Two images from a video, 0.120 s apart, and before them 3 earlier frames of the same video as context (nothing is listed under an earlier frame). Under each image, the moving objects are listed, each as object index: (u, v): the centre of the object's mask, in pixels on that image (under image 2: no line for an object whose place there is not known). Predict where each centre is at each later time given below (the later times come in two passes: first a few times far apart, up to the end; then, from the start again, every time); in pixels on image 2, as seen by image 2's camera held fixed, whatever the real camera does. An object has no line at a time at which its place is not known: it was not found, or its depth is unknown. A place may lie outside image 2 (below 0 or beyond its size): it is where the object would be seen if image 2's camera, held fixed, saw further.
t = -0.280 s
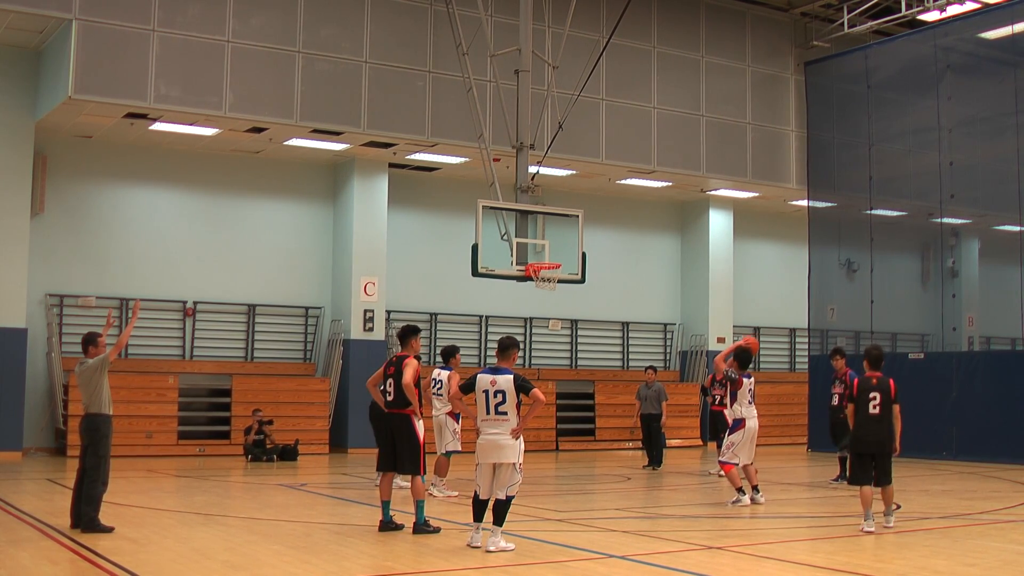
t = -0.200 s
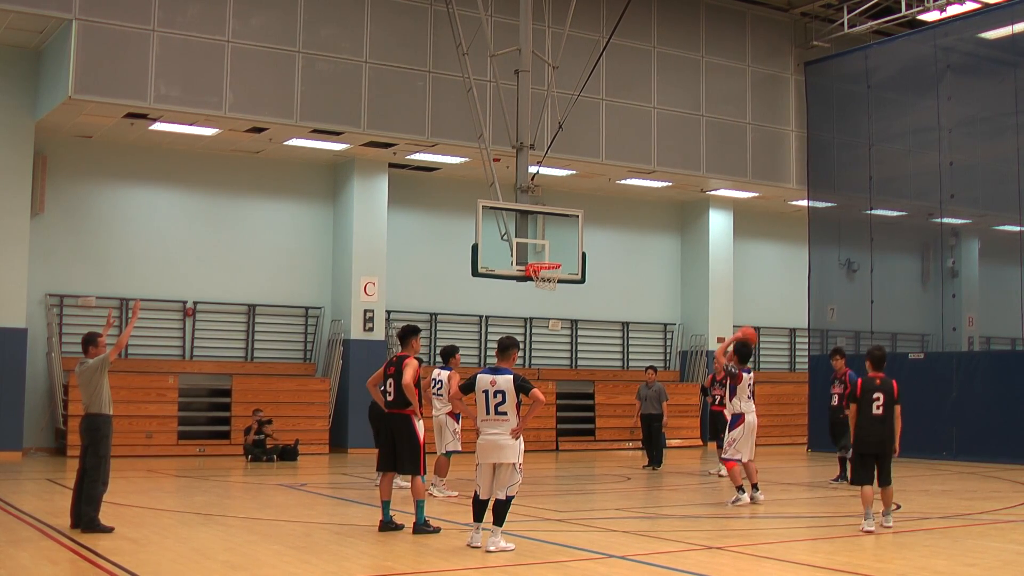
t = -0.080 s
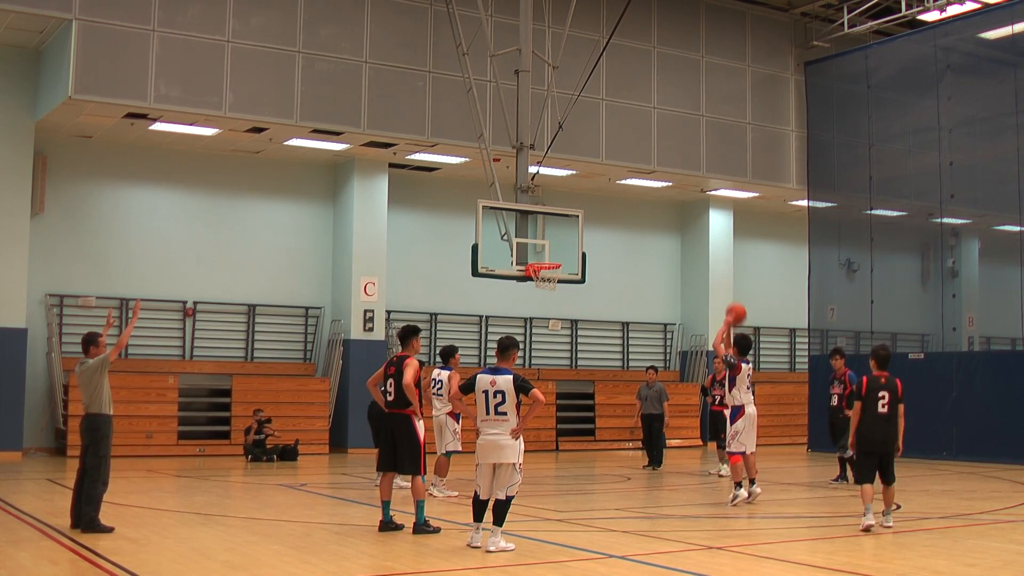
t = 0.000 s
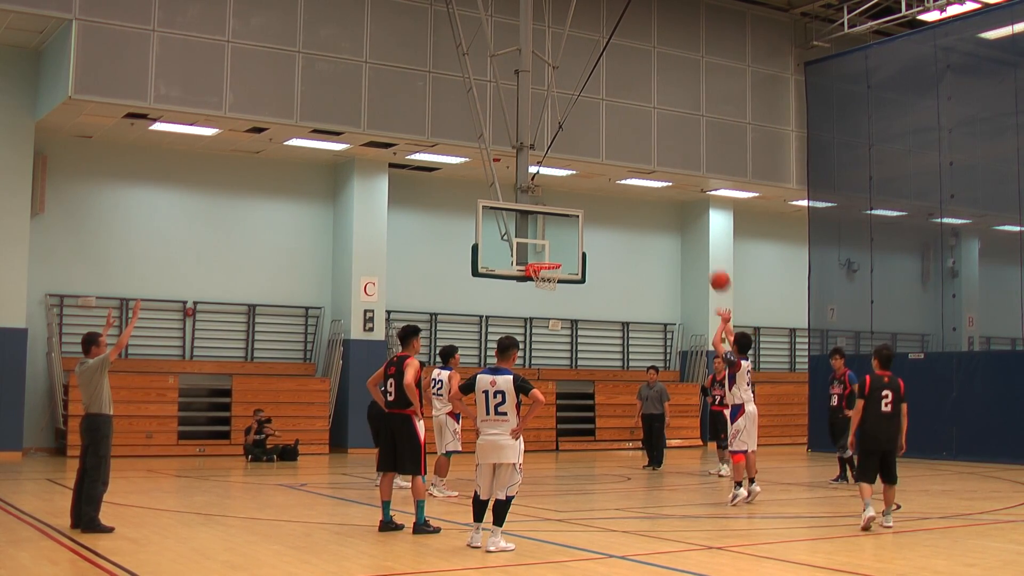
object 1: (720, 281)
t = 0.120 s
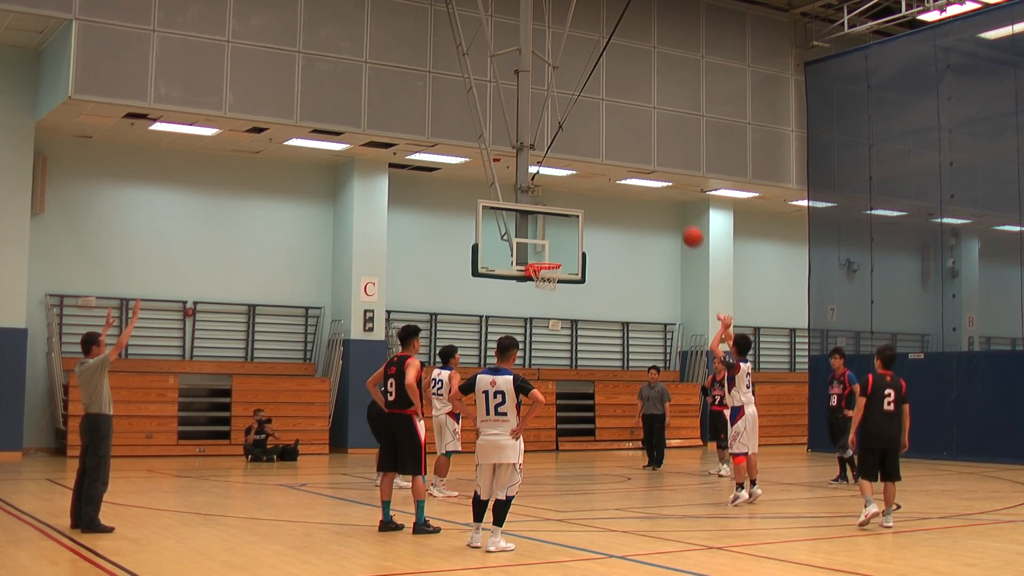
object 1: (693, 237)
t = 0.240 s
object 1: (667, 207)
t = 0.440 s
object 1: (627, 184)
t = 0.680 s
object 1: (585, 195)
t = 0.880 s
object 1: (553, 232)
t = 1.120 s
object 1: (551, 278)
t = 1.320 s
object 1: (542, 312)
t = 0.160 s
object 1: (684, 225)
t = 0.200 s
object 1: (676, 215)
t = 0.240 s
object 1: (667, 207)
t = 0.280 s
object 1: (659, 200)
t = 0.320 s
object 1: (651, 195)
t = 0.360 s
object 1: (643, 190)
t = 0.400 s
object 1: (635, 187)
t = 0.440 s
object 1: (627, 184)
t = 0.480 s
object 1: (620, 183)
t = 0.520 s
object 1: (613, 183)
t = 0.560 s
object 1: (606, 184)
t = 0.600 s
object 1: (599, 187)
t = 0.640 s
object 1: (592, 190)
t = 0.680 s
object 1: (585, 195)
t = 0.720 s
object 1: (579, 199)
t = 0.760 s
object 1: (572, 206)
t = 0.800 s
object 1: (565, 214)
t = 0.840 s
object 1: (559, 222)
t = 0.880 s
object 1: (553, 232)
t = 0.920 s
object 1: (546, 242)
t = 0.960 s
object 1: (540, 254)
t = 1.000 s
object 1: (537, 260)
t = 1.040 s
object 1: (548, 266)
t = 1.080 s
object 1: (550, 273)
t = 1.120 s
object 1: (551, 278)
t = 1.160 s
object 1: (550, 283)
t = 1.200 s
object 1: (548, 289)
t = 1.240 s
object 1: (546, 295)
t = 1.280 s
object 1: (544, 303)
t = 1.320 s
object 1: (542, 312)
